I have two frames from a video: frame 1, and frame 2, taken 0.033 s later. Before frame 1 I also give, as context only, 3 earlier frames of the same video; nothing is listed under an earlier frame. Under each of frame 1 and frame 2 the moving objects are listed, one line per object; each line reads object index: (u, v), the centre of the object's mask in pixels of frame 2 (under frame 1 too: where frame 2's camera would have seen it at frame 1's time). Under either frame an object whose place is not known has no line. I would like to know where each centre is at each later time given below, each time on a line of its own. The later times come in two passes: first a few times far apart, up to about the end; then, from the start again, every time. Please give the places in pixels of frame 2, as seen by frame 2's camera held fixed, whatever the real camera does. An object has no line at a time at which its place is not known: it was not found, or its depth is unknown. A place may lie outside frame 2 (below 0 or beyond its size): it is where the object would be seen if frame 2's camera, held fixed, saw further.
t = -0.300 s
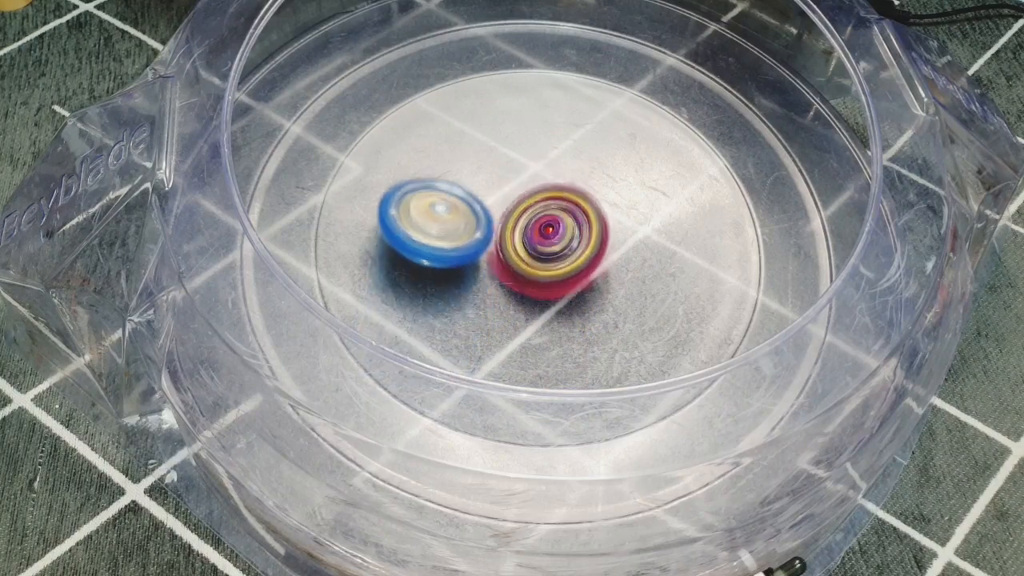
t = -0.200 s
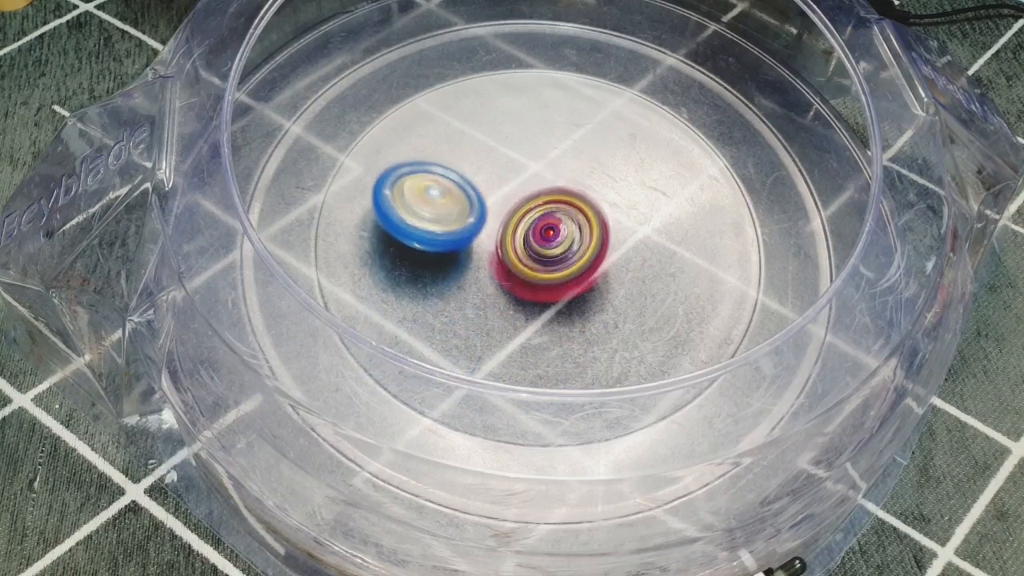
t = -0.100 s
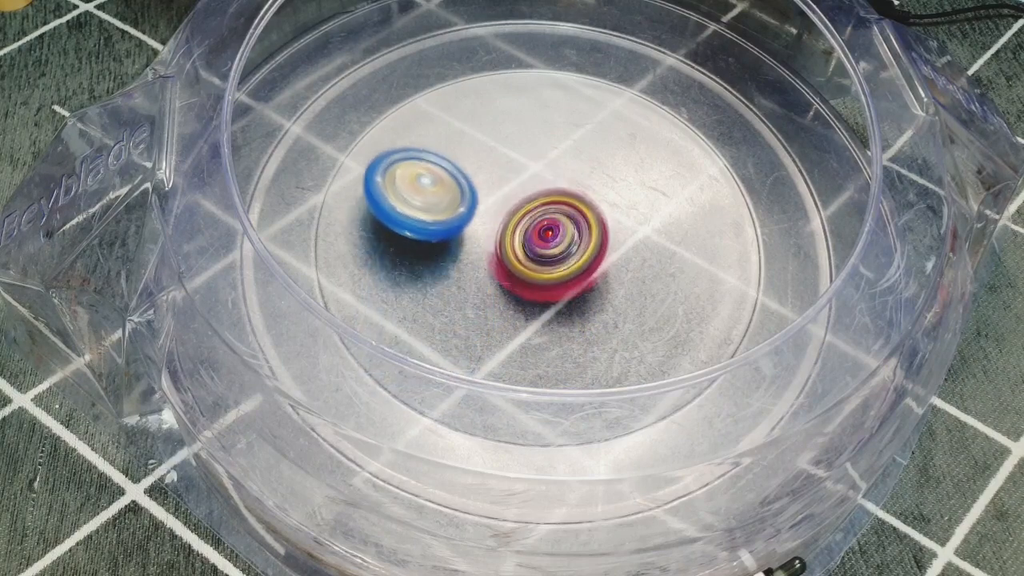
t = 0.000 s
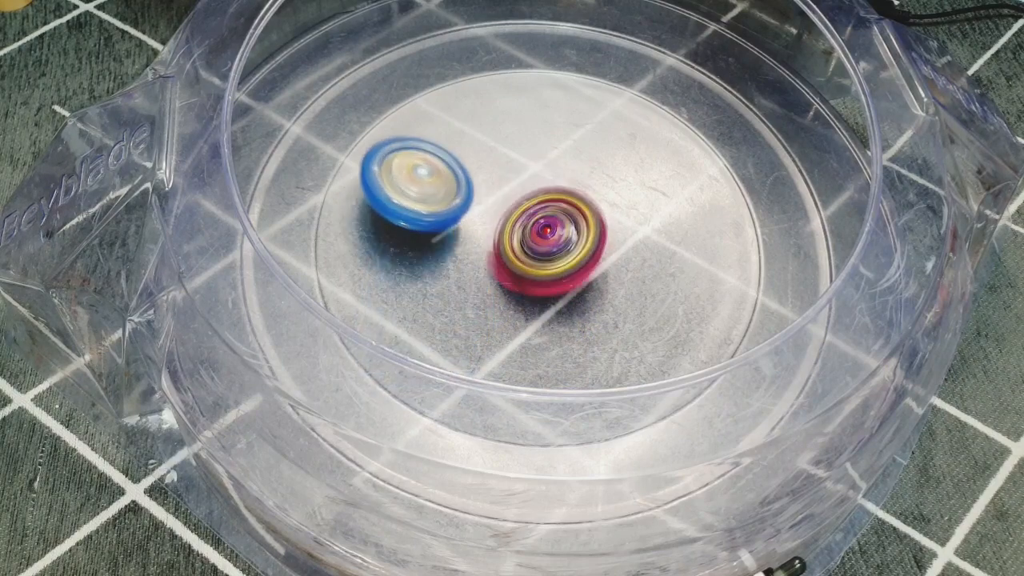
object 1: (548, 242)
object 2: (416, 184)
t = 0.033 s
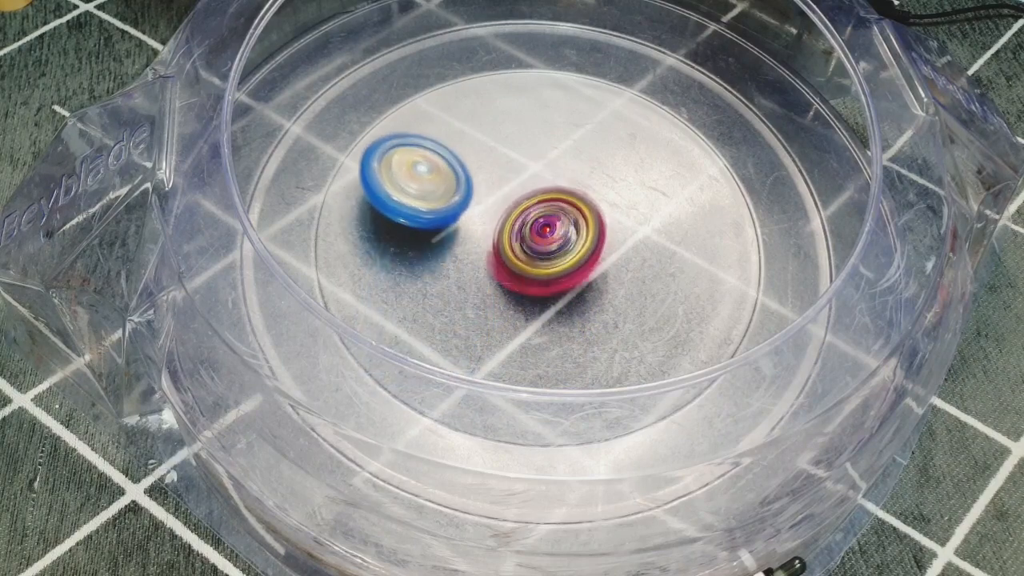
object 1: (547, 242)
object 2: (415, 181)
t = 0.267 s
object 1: (544, 241)
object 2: (425, 160)
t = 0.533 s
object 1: (538, 242)
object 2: (457, 146)
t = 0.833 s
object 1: (532, 241)
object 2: (510, 142)
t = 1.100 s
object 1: (535, 238)
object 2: (548, 131)
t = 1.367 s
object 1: (535, 235)
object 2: (579, 144)
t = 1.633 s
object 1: (520, 228)
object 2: (625, 160)
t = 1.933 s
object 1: (528, 231)
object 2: (647, 185)
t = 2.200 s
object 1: (541, 220)
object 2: (651, 232)
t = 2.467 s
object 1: (544, 216)
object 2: (652, 268)
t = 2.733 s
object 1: (554, 220)
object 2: (618, 303)
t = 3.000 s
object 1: (581, 235)
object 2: (576, 333)
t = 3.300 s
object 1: (576, 259)
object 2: (518, 343)
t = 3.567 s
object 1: (547, 258)
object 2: (464, 322)
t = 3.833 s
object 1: (536, 231)
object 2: (430, 277)
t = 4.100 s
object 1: (546, 207)
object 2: (430, 226)
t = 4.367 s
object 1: (564, 214)
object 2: (447, 182)
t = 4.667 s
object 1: (553, 243)
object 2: (485, 149)
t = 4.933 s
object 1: (545, 248)
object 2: (532, 140)
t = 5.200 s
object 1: (547, 247)
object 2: (578, 151)
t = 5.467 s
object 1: (524, 247)
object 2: (618, 177)
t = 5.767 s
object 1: (513, 245)
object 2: (634, 228)
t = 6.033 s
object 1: (505, 243)
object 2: (625, 280)
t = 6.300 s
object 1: (503, 238)
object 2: (583, 322)
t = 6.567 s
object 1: (501, 226)
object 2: (524, 329)
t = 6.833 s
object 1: (506, 207)
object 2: (481, 308)
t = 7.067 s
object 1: (516, 179)
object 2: (461, 272)
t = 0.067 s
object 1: (547, 242)
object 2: (415, 177)
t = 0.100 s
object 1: (546, 241)
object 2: (415, 174)
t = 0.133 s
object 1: (545, 242)
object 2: (416, 171)
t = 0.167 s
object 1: (545, 242)
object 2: (418, 168)
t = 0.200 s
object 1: (544, 242)
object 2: (420, 165)
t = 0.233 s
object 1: (544, 242)
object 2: (422, 163)
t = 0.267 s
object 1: (544, 241)
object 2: (425, 160)
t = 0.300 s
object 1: (543, 242)
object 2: (428, 158)
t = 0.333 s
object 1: (542, 242)
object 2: (432, 155)
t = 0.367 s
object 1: (542, 242)
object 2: (436, 153)
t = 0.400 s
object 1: (541, 242)
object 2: (440, 151)
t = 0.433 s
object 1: (540, 242)
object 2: (444, 150)
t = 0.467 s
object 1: (540, 242)
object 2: (448, 148)
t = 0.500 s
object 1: (539, 242)
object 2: (452, 147)
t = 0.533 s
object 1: (538, 242)
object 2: (457, 146)
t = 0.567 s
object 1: (538, 243)
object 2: (462, 145)
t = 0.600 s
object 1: (536, 243)
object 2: (468, 145)
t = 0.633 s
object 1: (533, 241)
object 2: (473, 144)
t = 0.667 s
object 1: (532, 241)
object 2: (479, 144)
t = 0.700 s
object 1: (532, 241)
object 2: (484, 144)
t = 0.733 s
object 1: (532, 241)
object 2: (490, 144)
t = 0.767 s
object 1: (531, 241)
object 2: (497, 143)
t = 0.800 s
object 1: (532, 241)
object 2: (503, 143)
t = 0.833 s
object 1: (532, 241)
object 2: (510, 142)
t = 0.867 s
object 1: (532, 241)
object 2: (517, 141)
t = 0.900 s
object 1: (531, 241)
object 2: (523, 139)
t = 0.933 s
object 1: (532, 240)
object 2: (528, 137)
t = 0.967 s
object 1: (533, 241)
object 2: (532, 135)
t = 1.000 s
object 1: (533, 240)
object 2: (536, 134)
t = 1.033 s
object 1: (533, 240)
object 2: (540, 132)
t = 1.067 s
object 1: (534, 239)
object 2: (543, 131)
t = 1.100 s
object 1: (535, 238)
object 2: (548, 131)
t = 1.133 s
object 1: (535, 237)
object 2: (552, 131)
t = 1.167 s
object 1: (535, 237)
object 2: (555, 132)
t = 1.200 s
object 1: (534, 236)
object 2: (559, 133)
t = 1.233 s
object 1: (534, 236)
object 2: (563, 135)
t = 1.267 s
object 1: (535, 235)
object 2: (567, 137)
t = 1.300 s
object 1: (535, 235)
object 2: (571, 139)
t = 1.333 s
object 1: (535, 235)
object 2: (575, 141)
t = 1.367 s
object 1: (535, 235)
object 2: (579, 144)
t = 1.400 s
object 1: (534, 235)
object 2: (583, 148)
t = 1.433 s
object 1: (534, 236)
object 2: (588, 153)
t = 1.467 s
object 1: (530, 234)
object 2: (597, 155)
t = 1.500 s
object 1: (527, 230)
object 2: (604, 156)
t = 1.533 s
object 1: (524, 228)
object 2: (610, 157)
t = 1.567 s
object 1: (522, 228)
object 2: (615, 157)
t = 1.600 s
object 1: (520, 228)
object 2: (620, 158)
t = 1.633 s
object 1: (520, 228)
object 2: (625, 160)
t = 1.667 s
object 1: (521, 228)
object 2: (629, 162)
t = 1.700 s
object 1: (521, 228)
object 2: (632, 163)
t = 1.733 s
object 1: (522, 228)
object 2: (635, 166)
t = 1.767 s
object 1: (523, 229)
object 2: (638, 168)
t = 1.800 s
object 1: (524, 229)
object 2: (640, 170)
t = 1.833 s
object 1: (525, 230)
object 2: (642, 173)
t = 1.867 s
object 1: (527, 231)
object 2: (644, 177)
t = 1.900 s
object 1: (528, 231)
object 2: (646, 181)
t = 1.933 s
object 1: (528, 231)
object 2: (647, 185)
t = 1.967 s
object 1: (529, 231)
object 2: (647, 190)
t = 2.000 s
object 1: (530, 231)
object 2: (648, 195)
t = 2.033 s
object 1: (531, 231)
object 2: (648, 199)
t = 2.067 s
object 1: (532, 231)
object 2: (649, 205)
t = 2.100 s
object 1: (533, 229)
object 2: (648, 210)
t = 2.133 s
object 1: (535, 227)
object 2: (649, 217)
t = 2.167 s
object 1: (538, 224)
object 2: (650, 225)
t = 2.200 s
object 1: (541, 220)
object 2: (651, 232)
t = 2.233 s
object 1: (542, 215)
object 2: (652, 237)
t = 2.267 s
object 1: (544, 213)
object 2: (653, 242)
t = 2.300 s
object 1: (544, 213)
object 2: (654, 246)
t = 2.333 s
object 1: (545, 212)
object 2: (655, 250)
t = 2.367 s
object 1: (545, 213)
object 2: (655, 255)
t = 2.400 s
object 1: (545, 213)
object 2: (655, 260)
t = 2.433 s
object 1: (544, 214)
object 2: (653, 264)
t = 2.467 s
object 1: (544, 216)
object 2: (652, 268)
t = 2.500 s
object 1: (542, 217)
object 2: (649, 273)
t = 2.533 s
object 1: (541, 218)
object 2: (646, 277)
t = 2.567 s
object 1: (539, 220)
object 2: (642, 281)
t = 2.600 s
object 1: (540, 220)
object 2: (638, 285)
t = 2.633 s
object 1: (543, 220)
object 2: (632, 291)
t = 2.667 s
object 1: (547, 219)
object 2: (627, 295)
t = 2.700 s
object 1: (550, 219)
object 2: (622, 299)
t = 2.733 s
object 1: (554, 220)
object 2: (618, 303)
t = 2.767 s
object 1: (555, 220)
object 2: (615, 305)
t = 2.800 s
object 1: (560, 221)
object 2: (610, 311)
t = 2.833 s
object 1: (564, 223)
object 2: (605, 315)
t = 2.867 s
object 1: (568, 225)
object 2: (600, 320)
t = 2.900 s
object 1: (571, 227)
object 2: (595, 324)
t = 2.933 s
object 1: (575, 229)
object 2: (589, 328)
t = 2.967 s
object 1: (578, 232)
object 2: (583, 331)
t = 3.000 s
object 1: (581, 235)
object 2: (576, 333)
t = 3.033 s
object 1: (583, 238)
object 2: (570, 336)
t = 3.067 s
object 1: (584, 241)
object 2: (564, 339)
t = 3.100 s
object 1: (585, 244)
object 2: (558, 341)
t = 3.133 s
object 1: (586, 247)
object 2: (551, 342)
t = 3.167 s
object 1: (585, 249)
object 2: (545, 342)
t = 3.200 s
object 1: (584, 252)
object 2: (538, 343)
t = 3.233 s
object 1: (582, 255)
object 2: (532, 344)
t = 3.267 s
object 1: (579, 257)
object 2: (526, 343)
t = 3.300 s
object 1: (576, 259)
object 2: (518, 343)
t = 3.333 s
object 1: (574, 260)
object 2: (512, 342)
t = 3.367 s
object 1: (569, 261)
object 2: (504, 341)
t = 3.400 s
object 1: (565, 262)
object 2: (497, 339)
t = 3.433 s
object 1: (562, 262)
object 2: (491, 336)
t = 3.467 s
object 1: (558, 261)
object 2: (483, 334)
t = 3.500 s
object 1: (554, 261)
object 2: (477, 330)
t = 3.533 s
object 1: (550, 259)
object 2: (470, 327)
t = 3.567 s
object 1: (547, 258)
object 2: (464, 322)
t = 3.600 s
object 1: (544, 256)
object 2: (458, 316)
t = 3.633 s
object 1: (542, 253)
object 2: (453, 311)
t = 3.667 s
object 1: (540, 248)
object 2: (444, 304)
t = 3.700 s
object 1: (538, 244)
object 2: (440, 299)
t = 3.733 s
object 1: (537, 242)
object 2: (438, 296)
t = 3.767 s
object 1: (537, 238)
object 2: (435, 290)
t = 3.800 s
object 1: (536, 234)
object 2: (432, 284)
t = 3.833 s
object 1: (536, 231)
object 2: (430, 277)
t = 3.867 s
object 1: (536, 227)
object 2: (429, 271)
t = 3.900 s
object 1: (537, 223)
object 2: (428, 265)
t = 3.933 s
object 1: (538, 220)
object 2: (427, 258)
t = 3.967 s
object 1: (539, 216)
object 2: (427, 251)
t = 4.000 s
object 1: (540, 213)
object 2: (427, 245)
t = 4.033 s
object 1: (542, 211)
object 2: (428, 238)
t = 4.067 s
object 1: (544, 209)
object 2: (429, 232)
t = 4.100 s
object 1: (546, 207)
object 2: (430, 226)
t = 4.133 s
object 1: (548, 206)
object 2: (431, 220)
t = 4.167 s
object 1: (550, 206)
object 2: (432, 214)
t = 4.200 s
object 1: (553, 206)
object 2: (433, 209)
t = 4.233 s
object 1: (556, 207)
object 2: (434, 203)
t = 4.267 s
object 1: (558, 208)
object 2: (436, 197)
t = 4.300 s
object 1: (560, 209)
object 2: (440, 192)
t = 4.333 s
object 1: (562, 212)
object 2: (443, 188)
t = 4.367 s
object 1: (564, 214)
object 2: (447, 182)
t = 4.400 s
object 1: (565, 217)
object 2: (450, 178)
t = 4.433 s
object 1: (565, 221)
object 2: (454, 172)
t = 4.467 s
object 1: (565, 223)
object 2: (456, 170)
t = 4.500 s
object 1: (564, 226)
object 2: (461, 166)
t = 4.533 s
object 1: (563, 230)
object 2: (465, 162)
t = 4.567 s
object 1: (562, 234)
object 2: (469, 158)
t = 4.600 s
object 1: (559, 238)
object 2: (474, 154)
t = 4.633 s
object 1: (557, 241)
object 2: (479, 151)
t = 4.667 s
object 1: (553, 243)
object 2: (485, 149)
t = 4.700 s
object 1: (550, 245)
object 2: (490, 147)
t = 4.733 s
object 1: (548, 246)
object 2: (496, 145)
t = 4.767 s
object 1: (546, 246)
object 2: (502, 144)
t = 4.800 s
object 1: (546, 248)
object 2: (508, 142)
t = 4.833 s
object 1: (545, 248)
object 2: (514, 141)
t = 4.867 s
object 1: (545, 248)
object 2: (520, 141)
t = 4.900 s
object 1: (544, 248)
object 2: (526, 140)
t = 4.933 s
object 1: (545, 248)
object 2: (532, 140)
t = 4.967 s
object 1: (545, 248)
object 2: (538, 140)
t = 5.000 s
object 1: (545, 247)
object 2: (544, 141)
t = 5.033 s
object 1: (546, 247)
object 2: (549, 141)
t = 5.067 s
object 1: (546, 246)
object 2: (555, 142)
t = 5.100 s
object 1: (547, 247)
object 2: (561, 144)
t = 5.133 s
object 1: (548, 246)
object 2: (566, 146)
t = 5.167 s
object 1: (547, 247)
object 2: (572, 148)
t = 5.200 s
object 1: (547, 247)
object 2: (578, 151)
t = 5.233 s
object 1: (545, 247)
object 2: (583, 154)
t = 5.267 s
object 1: (544, 248)
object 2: (589, 157)
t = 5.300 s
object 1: (539, 248)
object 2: (596, 159)
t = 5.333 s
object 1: (537, 247)
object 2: (601, 163)
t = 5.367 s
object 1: (533, 247)
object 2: (606, 165)
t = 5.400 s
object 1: (529, 247)
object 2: (611, 169)
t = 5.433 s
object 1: (527, 246)
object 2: (615, 173)
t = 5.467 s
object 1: (524, 247)
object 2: (618, 177)
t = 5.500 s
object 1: (523, 247)
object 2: (622, 181)
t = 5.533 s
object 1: (522, 246)
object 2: (624, 187)
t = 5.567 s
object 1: (520, 247)
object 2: (626, 192)
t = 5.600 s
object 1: (520, 247)
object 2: (629, 197)
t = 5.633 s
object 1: (519, 246)
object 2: (630, 203)
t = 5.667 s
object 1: (517, 246)
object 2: (632, 208)
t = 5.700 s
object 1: (516, 246)
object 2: (633, 214)
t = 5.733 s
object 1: (514, 246)
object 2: (633, 221)
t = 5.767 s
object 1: (513, 245)
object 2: (634, 228)
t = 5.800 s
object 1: (512, 245)
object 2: (635, 235)
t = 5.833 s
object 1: (511, 245)
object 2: (635, 242)
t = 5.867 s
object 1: (511, 245)
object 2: (634, 248)
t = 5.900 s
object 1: (511, 245)
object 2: (633, 254)
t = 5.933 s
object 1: (511, 245)
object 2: (631, 260)
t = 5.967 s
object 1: (508, 243)
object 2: (630, 267)
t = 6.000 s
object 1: (506, 243)
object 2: (628, 273)
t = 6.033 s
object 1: (505, 243)
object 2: (625, 280)
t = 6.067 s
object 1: (505, 243)
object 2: (621, 286)
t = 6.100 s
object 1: (506, 243)
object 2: (617, 292)
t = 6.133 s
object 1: (507, 244)
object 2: (612, 298)
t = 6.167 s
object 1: (508, 243)
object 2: (606, 304)
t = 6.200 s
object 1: (506, 241)
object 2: (601, 310)
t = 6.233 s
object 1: (504, 240)
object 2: (596, 315)
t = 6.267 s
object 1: (504, 238)
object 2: (589, 319)
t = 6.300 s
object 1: (503, 238)
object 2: (583, 322)
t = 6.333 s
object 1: (503, 238)
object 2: (576, 324)
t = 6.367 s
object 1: (504, 238)
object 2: (568, 326)
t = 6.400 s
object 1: (504, 238)
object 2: (560, 327)
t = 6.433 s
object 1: (504, 237)
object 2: (554, 329)
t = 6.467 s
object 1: (504, 233)
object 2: (548, 330)
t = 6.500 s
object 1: (502, 230)
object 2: (540, 330)
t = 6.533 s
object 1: (500, 227)
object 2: (532, 329)
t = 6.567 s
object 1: (501, 226)
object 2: (524, 329)
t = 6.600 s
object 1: (501, 225)
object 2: (518, 328)
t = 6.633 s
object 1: (500, 225)
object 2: (511, 326)
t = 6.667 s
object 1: (501, 225)
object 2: (506, 323)
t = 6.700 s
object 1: (501, 225)
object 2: (500, 321)
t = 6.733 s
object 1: (502, 222)
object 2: (495, 320)
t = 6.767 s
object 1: (505, 216)
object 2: (490, 317)
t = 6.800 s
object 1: (506, 211)
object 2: (486, 314)
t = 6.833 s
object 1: (506, 207)
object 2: (481, 308)
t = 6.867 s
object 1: (505, 204)
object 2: (476, 303)
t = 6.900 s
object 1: (505, 203)
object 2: (472, 297)
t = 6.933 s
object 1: (507, 204)
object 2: (468, 291)
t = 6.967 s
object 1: (512, 197)
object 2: (463, 288)
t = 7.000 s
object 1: (516, 188)
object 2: (462, 285)
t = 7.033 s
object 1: (517, 181)
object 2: (461, 279)
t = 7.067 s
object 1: (516, 179)
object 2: (461, 272)
